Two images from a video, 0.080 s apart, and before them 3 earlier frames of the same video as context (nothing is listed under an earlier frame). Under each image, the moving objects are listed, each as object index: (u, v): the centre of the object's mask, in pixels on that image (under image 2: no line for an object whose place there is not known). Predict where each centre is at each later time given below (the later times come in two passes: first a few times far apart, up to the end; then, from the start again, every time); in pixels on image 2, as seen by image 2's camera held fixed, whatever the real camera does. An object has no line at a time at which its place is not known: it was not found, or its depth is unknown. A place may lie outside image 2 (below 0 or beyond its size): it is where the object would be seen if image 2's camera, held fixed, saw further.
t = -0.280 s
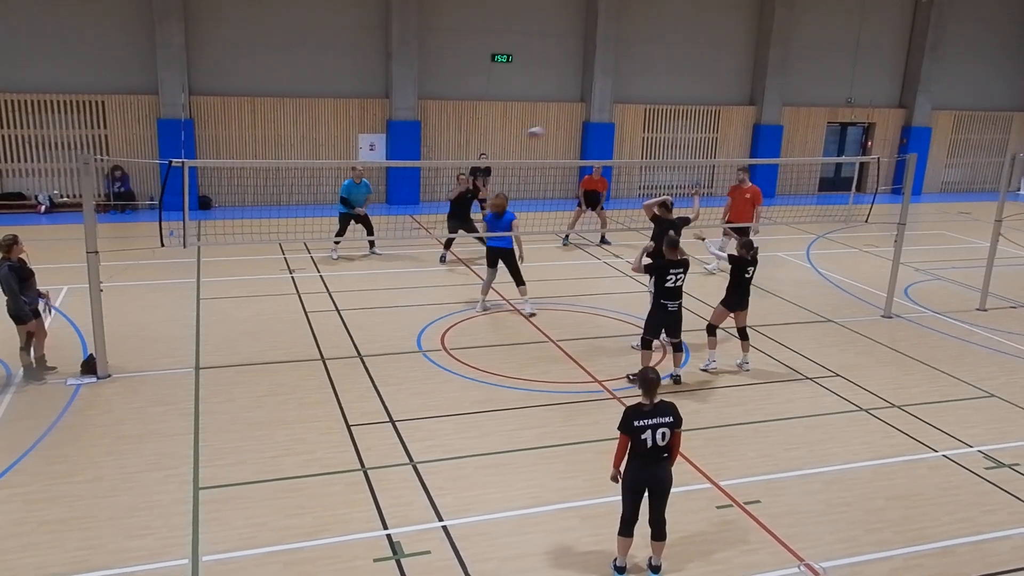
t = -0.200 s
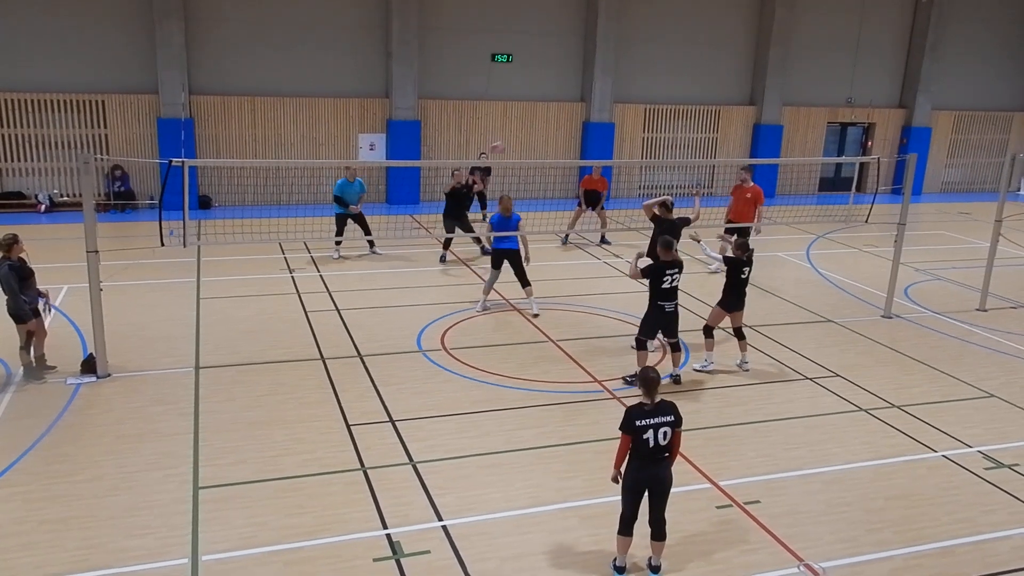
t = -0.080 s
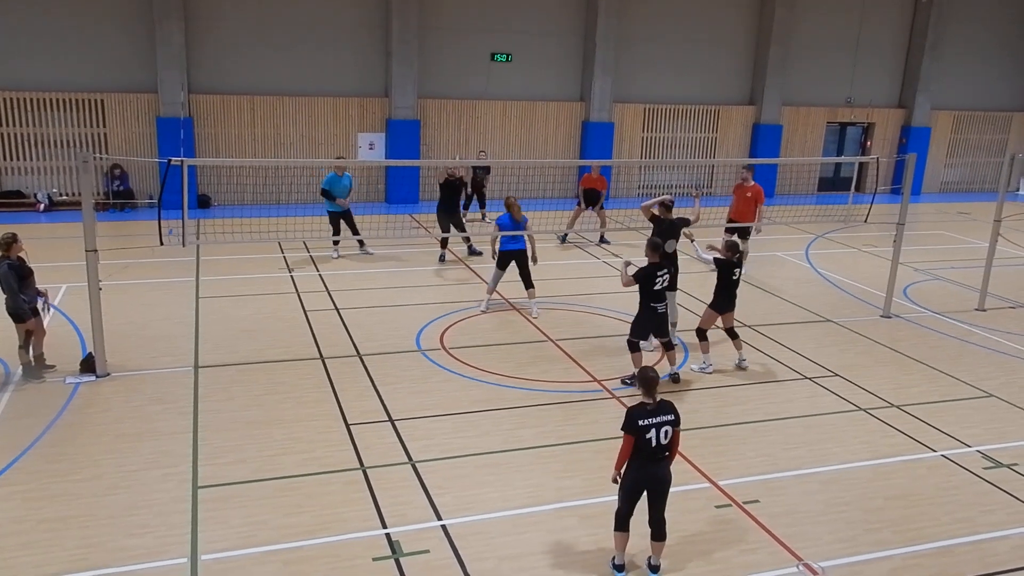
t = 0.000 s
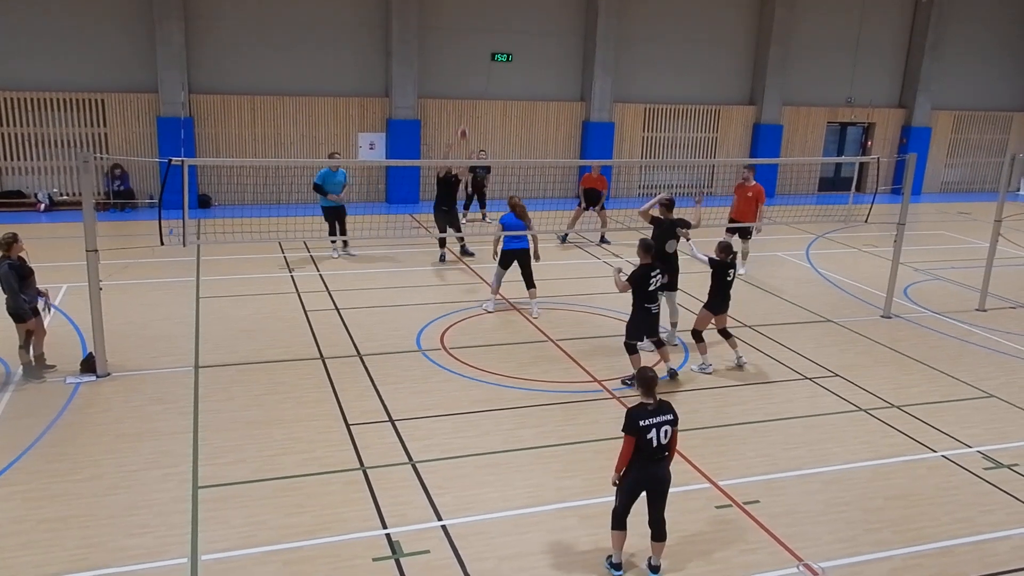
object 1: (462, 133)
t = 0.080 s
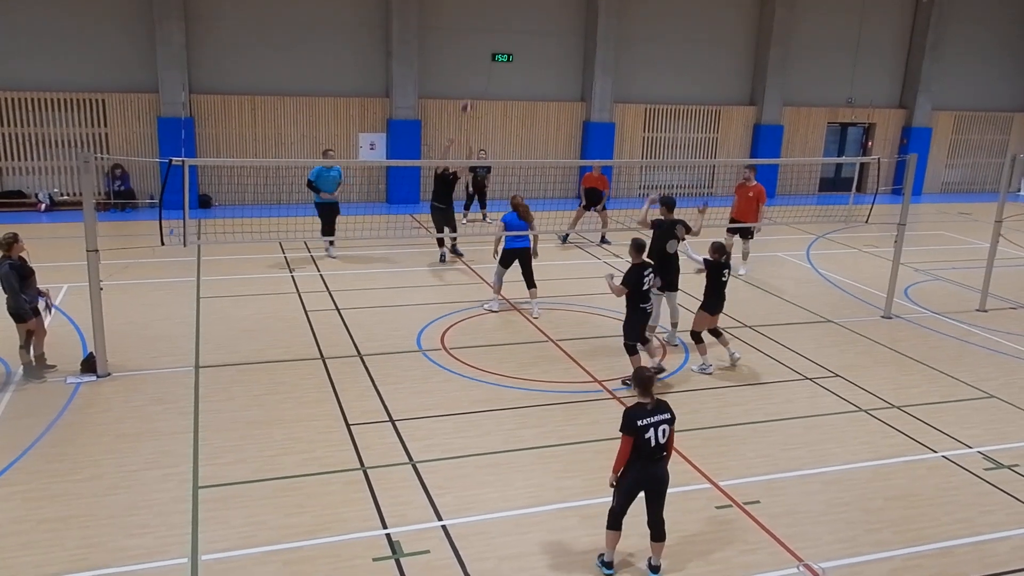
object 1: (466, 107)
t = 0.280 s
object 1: (473, 55)
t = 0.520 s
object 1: (480, 26)
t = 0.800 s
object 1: (487, 38)
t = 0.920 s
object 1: (490, 59)
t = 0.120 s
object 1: (467, 95)
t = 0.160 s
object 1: (469, 84)
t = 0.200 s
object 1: (470, 74)
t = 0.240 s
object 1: (471, 64)
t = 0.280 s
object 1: (473, 55)
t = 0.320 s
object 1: (474, 48)
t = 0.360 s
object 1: (476, 41)
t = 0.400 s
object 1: (477, 35)
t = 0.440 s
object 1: (478, 31)
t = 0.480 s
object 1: (479, 28)
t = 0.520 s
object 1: (480, 26)
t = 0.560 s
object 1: (481, 24)
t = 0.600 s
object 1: (482, 23)
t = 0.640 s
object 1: (483, 24)
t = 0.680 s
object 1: (484, 26)
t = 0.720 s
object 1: (486, 29)
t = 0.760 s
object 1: (487, 33)
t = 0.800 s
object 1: (487, 38)
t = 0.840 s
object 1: (488, 44)
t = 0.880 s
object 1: (489, 51)
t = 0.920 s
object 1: (490, 59)
